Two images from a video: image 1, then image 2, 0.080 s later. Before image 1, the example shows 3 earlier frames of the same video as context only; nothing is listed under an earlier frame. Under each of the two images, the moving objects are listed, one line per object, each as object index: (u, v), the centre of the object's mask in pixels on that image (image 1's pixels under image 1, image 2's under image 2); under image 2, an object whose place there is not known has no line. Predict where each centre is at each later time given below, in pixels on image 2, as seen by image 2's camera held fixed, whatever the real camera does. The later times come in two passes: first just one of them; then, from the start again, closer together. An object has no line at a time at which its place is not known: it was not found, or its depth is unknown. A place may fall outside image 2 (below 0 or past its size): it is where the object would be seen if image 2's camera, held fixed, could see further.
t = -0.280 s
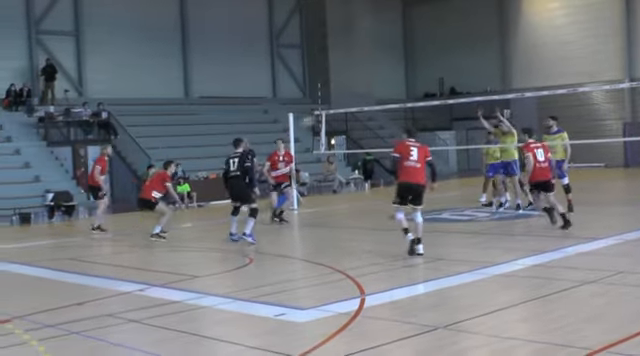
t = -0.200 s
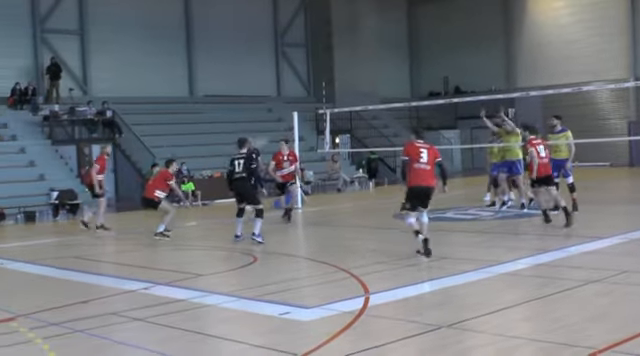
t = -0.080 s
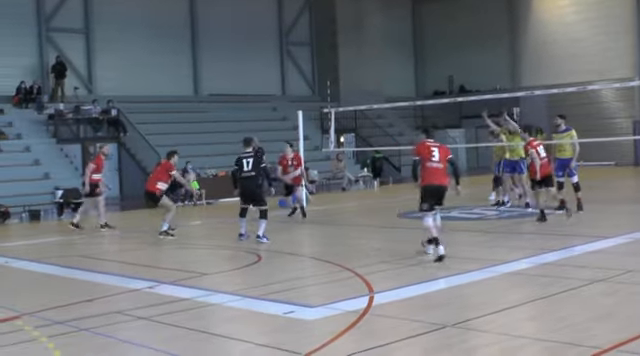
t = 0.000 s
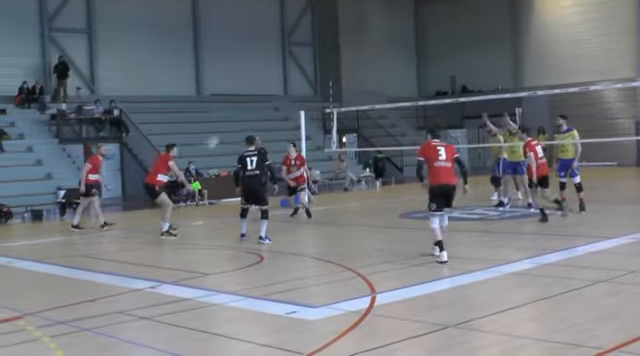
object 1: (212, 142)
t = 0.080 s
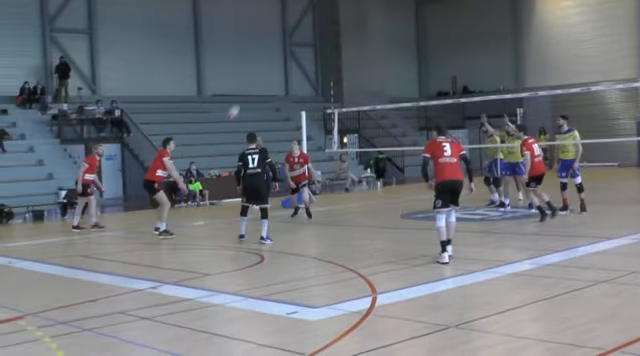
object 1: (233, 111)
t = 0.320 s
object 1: (294, 38)
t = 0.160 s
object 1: (255, 83)
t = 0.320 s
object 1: (294, 38)
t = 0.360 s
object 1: (303, 28)
